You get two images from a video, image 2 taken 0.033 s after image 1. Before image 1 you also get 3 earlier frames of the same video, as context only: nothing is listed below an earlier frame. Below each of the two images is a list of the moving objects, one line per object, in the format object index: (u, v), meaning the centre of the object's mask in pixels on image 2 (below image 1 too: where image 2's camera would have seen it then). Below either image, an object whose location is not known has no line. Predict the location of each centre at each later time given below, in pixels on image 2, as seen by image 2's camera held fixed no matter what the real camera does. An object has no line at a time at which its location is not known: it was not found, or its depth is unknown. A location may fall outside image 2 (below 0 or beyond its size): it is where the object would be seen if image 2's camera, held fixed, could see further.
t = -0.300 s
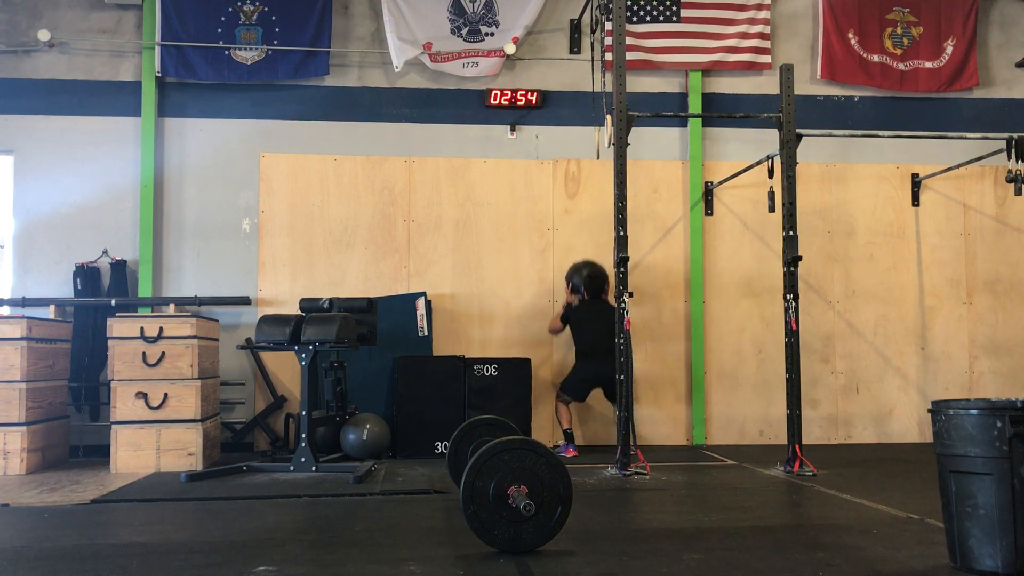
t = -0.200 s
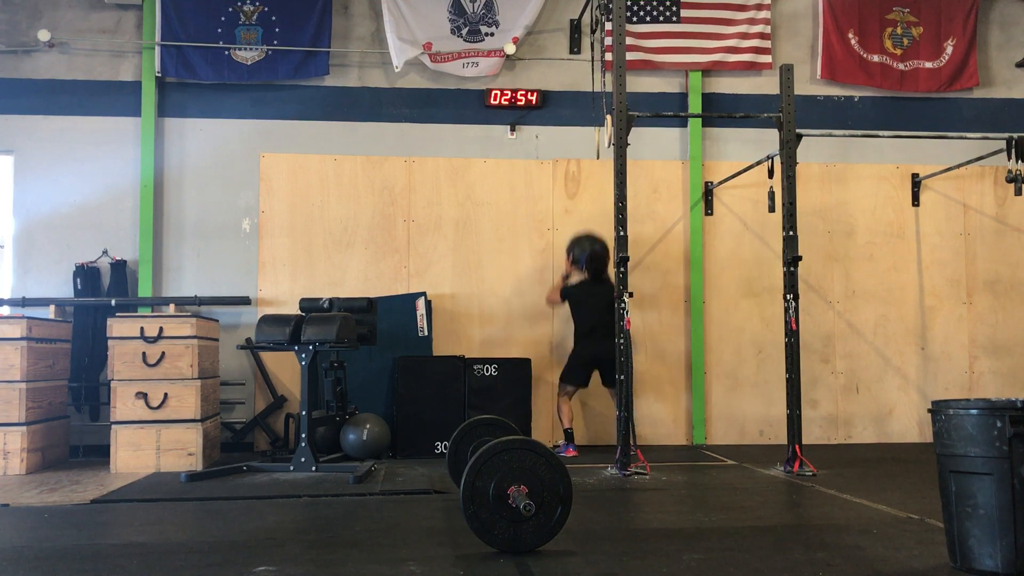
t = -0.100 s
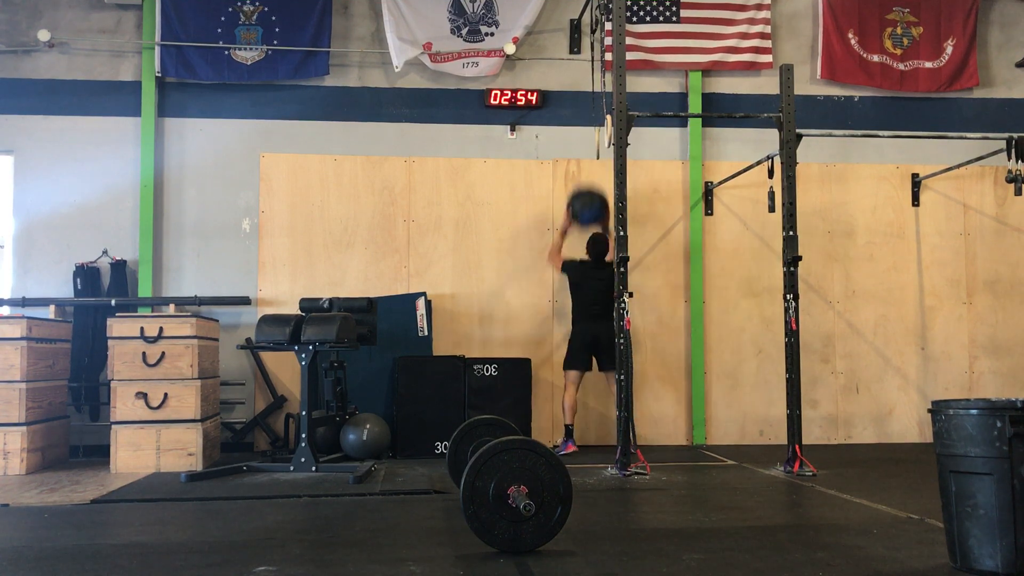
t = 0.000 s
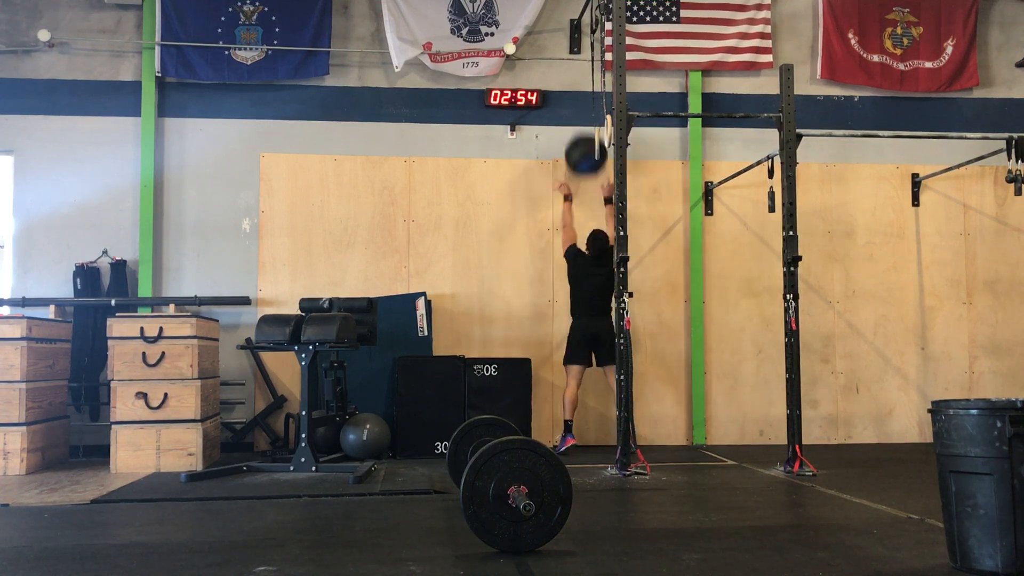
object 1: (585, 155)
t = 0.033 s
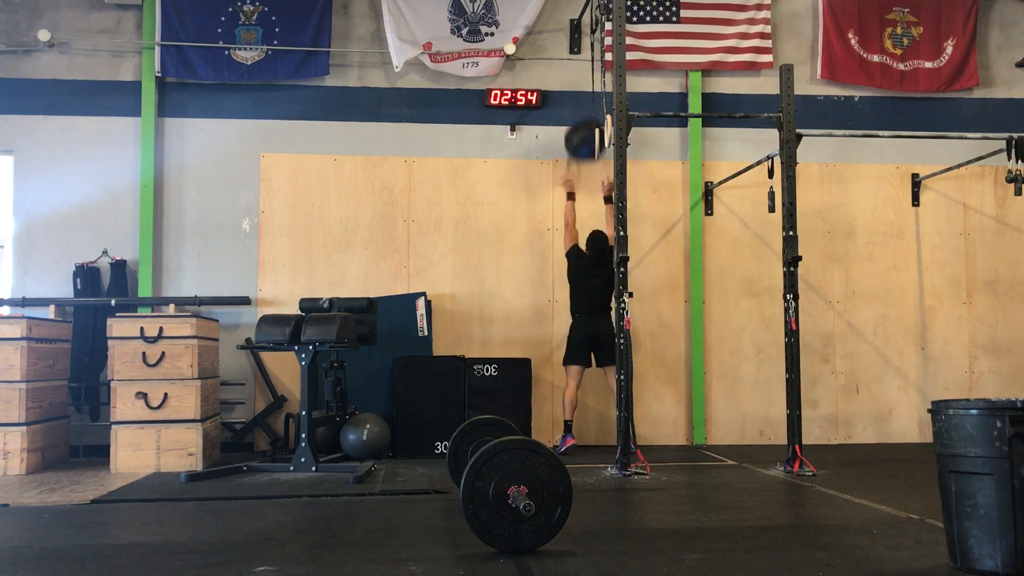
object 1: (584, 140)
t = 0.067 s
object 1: (584, 126)
